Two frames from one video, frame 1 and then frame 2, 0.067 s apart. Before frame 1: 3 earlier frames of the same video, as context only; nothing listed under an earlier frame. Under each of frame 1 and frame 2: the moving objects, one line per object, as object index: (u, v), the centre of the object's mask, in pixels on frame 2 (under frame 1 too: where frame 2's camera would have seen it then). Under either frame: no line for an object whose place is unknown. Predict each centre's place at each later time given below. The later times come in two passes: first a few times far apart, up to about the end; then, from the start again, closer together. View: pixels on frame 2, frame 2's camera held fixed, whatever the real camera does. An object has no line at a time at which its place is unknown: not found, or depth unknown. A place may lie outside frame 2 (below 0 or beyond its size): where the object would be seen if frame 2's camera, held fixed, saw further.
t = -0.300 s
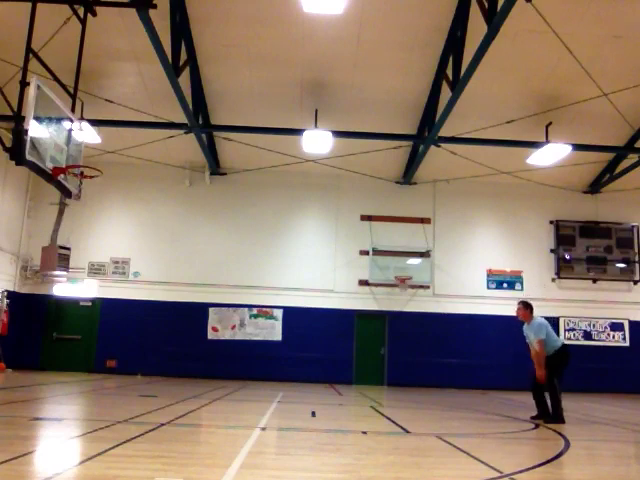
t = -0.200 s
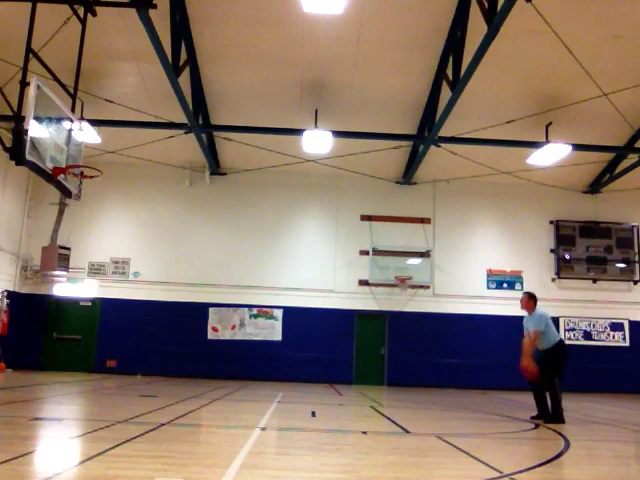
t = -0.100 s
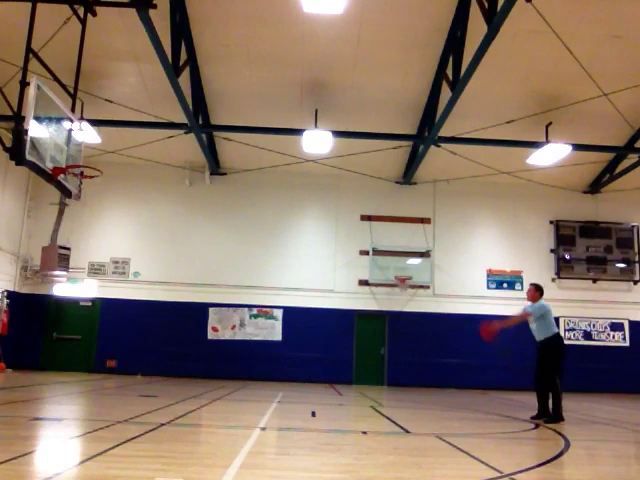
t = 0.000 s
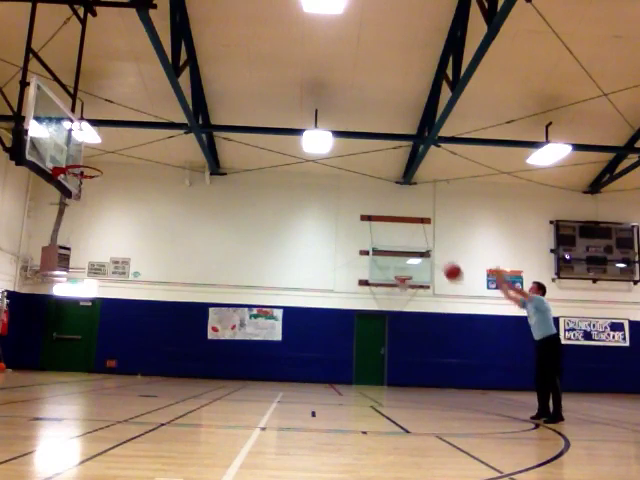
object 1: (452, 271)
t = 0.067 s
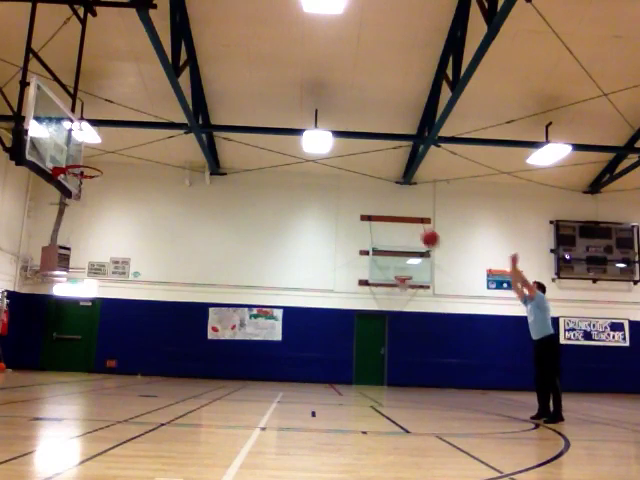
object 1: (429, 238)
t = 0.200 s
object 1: (385, 183)
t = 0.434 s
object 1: (312, 119)
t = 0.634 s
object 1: (250, 97)
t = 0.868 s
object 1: (177, 103)
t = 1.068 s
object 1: (113, 137)
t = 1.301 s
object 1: (91, 191)
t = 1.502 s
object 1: (103, 200)
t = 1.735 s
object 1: (112, 245)
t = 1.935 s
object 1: (117, 314)
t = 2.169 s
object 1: (122, 375)
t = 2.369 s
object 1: (127, 321)
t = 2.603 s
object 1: (129, 298)
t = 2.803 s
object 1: (127, 308)
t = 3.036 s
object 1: (122, 358)
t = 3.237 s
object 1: (121, 373)
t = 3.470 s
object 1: (124, 341)
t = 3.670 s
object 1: (124, 346)
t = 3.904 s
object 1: (120, 389)
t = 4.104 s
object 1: (121, 368)
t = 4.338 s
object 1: (121, 366)
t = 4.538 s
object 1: (118, 395)
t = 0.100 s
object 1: (418, 223)
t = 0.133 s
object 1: (408, 208)
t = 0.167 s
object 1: (396, 196)
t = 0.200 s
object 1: (385, 183)
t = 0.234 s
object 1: (375, 171)
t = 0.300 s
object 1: (353, 150)
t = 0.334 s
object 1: (343, 141)
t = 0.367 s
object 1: (333, 132)
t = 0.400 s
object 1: (323, 123)
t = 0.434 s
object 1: (312, 119)
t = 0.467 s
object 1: (301, 113)
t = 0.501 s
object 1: (291, 109)
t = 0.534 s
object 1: (281, 104)
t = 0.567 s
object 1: (270, 101)
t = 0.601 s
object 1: (260, 99)
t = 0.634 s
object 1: (250, 97)
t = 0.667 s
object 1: (240, 95)
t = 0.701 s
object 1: (229, 95)
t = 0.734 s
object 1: (219, 95)
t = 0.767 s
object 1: (209, 97)
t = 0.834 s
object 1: (189, 100)
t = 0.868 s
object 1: (177, 103)
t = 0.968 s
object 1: (146, 117)
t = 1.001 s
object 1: (135, 123)
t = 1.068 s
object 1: (113, 137)
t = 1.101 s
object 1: (103, 145)
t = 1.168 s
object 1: (80, 162)
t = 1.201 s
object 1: (74, 172)
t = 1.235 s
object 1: (81, 183)
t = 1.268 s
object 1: (88, 191)
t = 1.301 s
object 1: (91, 191)
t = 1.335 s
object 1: (93, 191)
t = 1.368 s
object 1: (95, 191)
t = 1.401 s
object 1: (97, 192)
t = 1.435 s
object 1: (99, 194)
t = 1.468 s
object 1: (101, 197)
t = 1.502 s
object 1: (103, 200)
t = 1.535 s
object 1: (104, 204)
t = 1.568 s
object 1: (106, 209)
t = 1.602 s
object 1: (107, 215)
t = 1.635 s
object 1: (108, 221)
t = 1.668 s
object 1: (110, 228)
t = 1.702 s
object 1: (111, 236)
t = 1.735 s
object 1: (112, 245)
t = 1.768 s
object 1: (113, 255)
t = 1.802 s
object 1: (114, 265)
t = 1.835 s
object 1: (115, 276)
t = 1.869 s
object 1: (116, 288)
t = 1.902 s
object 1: (117, 301)
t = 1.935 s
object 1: (117, 314)
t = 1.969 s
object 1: (118, 328)
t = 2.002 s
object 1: (118, 343)
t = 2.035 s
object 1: (119, 359)
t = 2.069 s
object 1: (120, 376)
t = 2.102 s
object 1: (120, 394)
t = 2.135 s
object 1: (121, 388)
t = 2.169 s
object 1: (122, 375)
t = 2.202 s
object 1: (124, 364)
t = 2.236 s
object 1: (124, 354)
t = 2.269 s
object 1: (125, 343)
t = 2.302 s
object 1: (126, 335)
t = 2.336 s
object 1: (126, 327)
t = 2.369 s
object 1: (127, 321)
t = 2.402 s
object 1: (127, 315)
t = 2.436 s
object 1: (128, 310)
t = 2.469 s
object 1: (129, 306)
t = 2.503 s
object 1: (129, 303)
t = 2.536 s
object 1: (129, 300)
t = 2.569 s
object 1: (129, 298)
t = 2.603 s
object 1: (129, 298)
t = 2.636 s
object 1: (129, 297)
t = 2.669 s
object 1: (129, 298)
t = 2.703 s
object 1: (128, 299)
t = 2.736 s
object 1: (128, 301)
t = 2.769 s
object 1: (128, 304)
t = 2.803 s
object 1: (127, 308)
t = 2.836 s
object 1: (127, 312)
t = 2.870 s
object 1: (126, 318)
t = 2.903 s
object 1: (126, 324)
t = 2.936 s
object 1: (125, 332)
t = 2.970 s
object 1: (124, 339)
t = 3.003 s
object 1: (123, 348)
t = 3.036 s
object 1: (122, 358)
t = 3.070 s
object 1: (121, 367)
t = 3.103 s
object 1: (120, 380)
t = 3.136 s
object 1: (119, 392)
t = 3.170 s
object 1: (119, 392)
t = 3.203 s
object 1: (120, 382)
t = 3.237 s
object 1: (121, 373)
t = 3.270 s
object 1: (121, 366)
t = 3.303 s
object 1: (123, 360)
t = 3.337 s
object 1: (123, 355)
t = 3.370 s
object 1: (123, 350)
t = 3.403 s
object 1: (123, 346)
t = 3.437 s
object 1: (124, 343)
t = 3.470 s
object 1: (124, 341)
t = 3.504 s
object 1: (124, 340)
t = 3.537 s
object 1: (124, 340)
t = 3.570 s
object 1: (124, 340)
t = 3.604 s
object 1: (124, 341)
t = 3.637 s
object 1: (124, 343)
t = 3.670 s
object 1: (124, 346)
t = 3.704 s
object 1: (124, 350)
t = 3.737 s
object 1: (123, 354)
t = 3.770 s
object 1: (123, 359)
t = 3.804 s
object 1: (122, 365)
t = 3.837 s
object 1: (122, 372)
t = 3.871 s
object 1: (121, 380)
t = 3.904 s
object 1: (120, 389)
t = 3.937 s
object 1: (120, 395)
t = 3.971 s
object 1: (120, 388)
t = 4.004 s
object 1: (121, 381)
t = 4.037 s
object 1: (121, 376)
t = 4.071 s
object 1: (122, 372)
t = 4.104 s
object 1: (121, 368)
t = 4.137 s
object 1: (122, 365)
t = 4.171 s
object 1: (122, 364)
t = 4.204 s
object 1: (123, 362)
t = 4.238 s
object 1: (122, 363)
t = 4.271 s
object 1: (122, 363)
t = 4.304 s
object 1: (122, 364)
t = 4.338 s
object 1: (121, 366)
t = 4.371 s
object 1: (120, 368)
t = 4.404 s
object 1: (120, 372)
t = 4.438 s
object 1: (120, 378)
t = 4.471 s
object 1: (119, 383)
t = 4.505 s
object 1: (118, 390)
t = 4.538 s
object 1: (118, 395)
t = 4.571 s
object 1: (118, 390)
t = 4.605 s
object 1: (118, 385)
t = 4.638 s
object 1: (119, 381)
